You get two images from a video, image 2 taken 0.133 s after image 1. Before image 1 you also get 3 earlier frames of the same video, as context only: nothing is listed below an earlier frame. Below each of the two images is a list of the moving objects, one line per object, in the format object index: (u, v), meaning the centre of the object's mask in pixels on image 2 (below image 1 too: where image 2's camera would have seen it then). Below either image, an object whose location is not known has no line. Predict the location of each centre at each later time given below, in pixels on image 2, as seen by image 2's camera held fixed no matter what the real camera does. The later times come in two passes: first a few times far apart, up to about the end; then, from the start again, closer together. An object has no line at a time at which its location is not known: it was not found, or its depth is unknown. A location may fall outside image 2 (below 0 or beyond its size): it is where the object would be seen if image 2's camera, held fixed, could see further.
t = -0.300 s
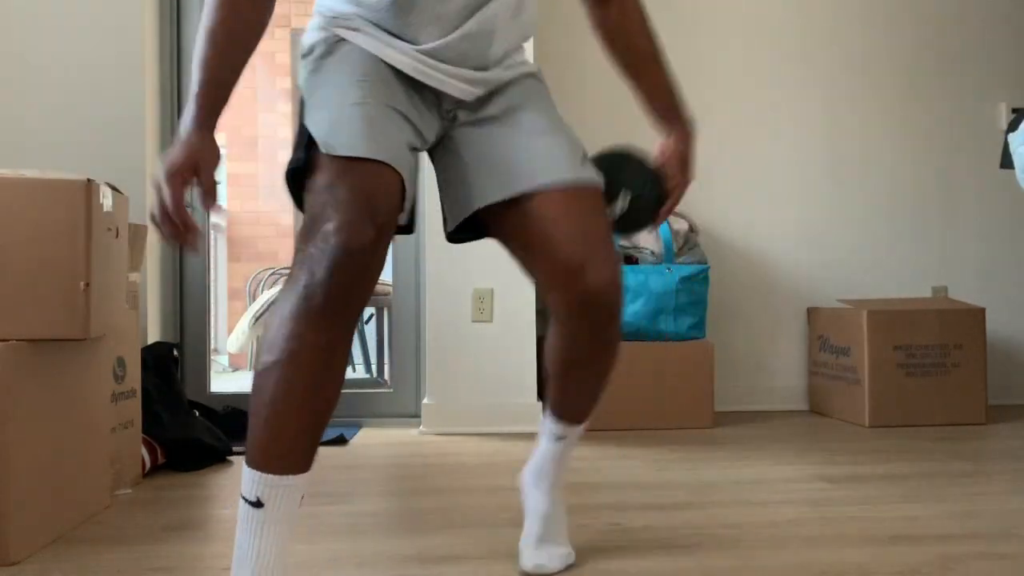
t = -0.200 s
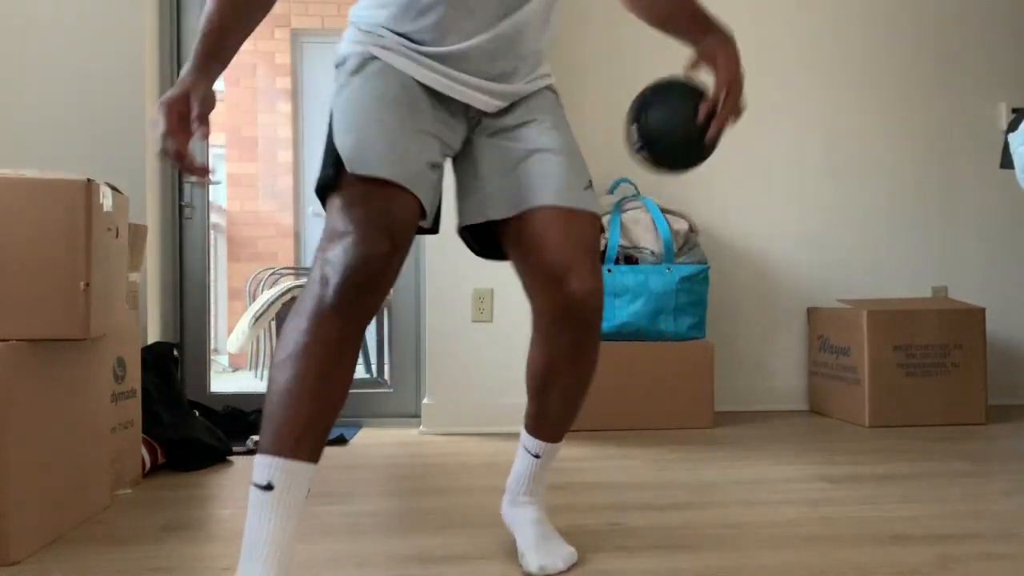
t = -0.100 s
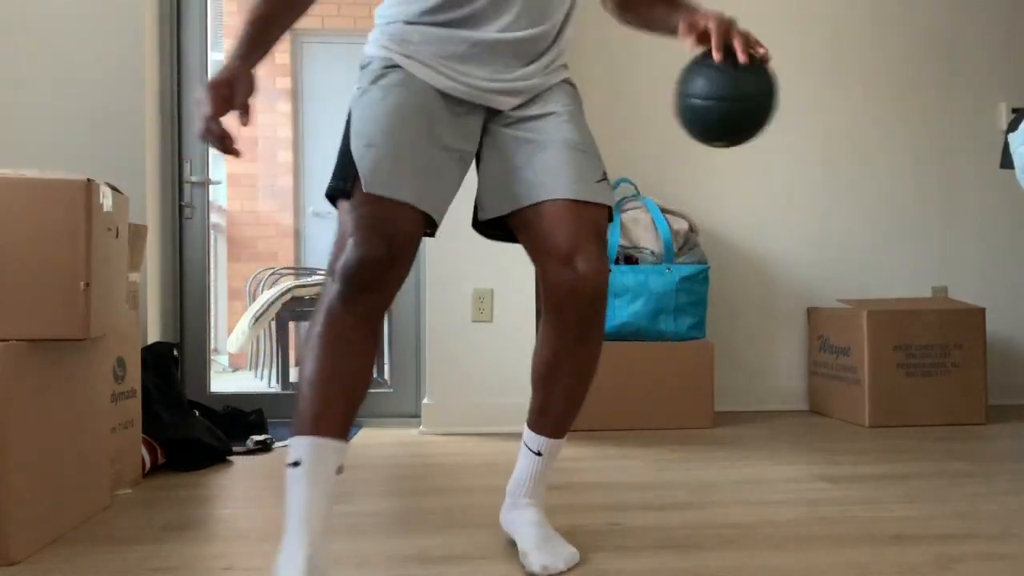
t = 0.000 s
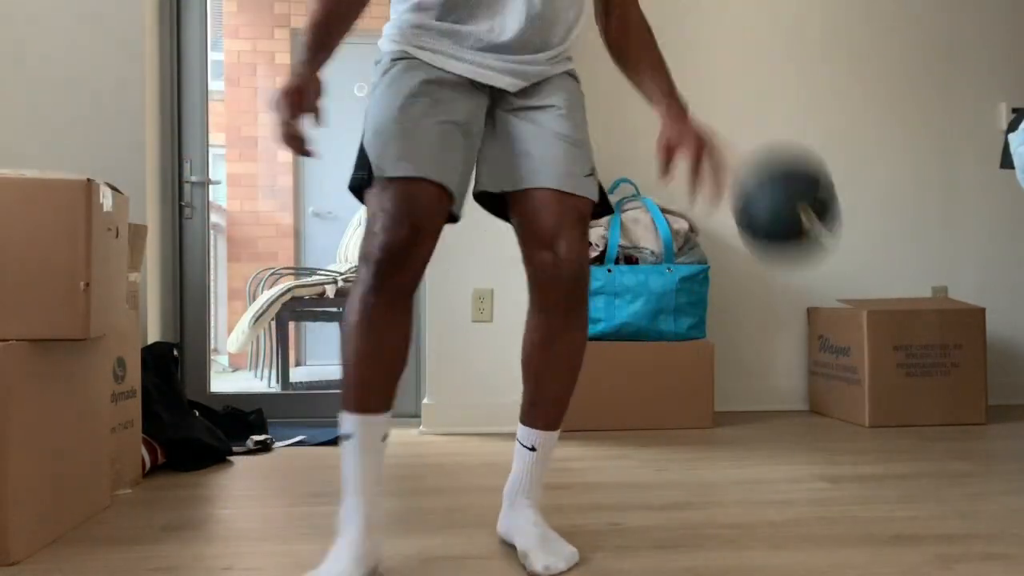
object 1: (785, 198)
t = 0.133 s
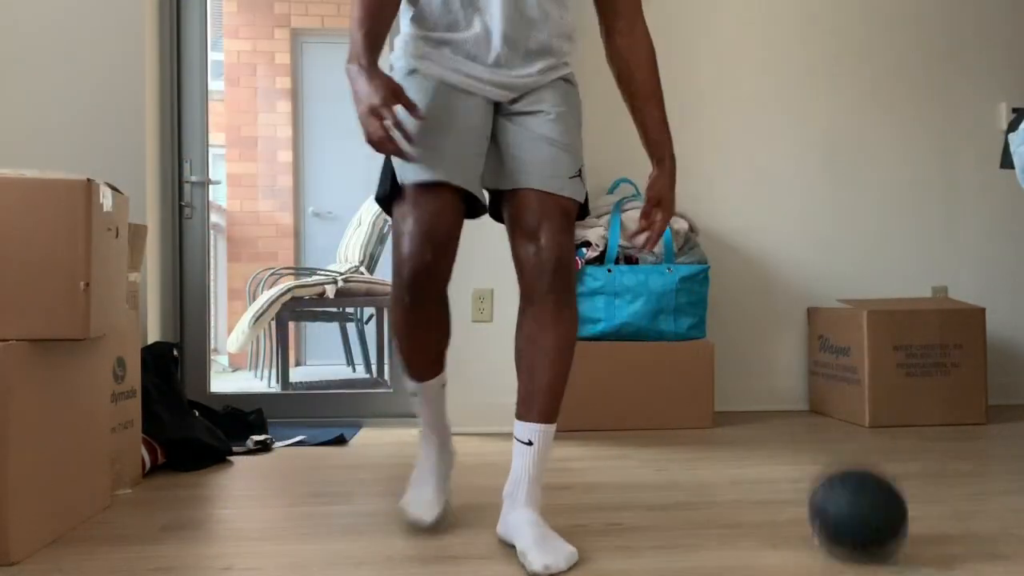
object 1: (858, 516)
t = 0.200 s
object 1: (854, 400)
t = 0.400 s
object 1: (853, 215)
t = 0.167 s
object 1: (856, 453)
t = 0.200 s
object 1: (854, 400)
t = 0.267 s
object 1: (854, 312)
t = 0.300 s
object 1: (853, 278)
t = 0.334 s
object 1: (853, 251)
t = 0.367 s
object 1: (853, 230)
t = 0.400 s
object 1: (853, 215)
